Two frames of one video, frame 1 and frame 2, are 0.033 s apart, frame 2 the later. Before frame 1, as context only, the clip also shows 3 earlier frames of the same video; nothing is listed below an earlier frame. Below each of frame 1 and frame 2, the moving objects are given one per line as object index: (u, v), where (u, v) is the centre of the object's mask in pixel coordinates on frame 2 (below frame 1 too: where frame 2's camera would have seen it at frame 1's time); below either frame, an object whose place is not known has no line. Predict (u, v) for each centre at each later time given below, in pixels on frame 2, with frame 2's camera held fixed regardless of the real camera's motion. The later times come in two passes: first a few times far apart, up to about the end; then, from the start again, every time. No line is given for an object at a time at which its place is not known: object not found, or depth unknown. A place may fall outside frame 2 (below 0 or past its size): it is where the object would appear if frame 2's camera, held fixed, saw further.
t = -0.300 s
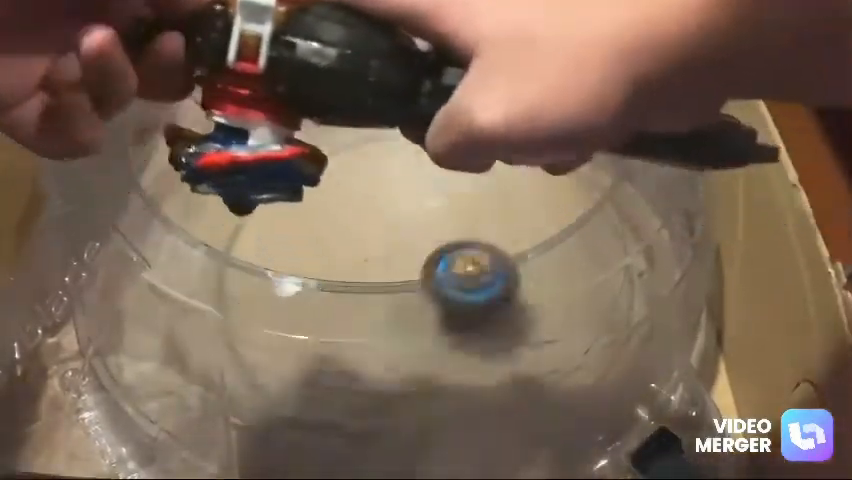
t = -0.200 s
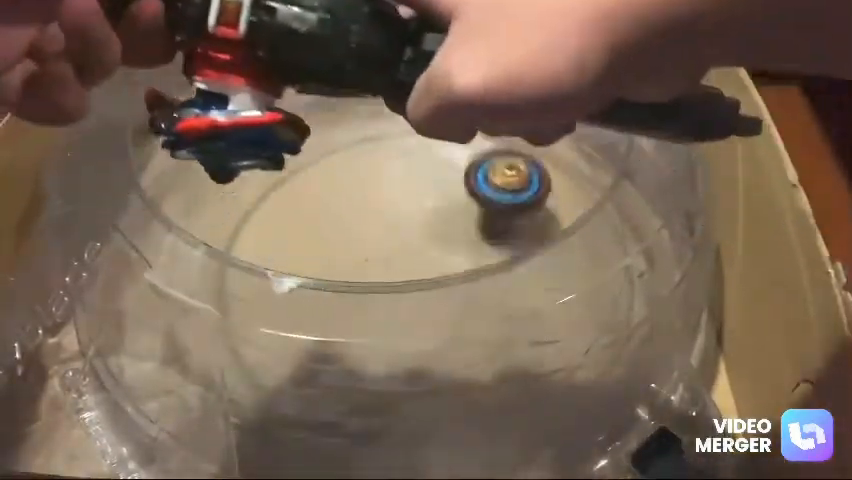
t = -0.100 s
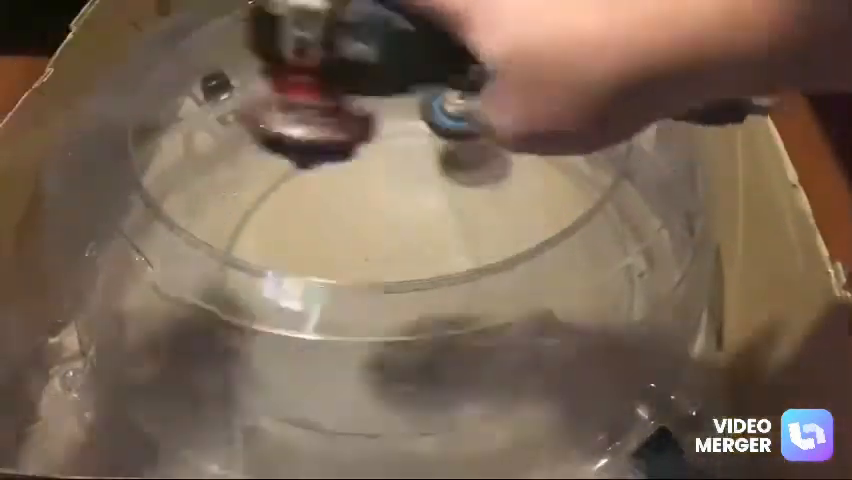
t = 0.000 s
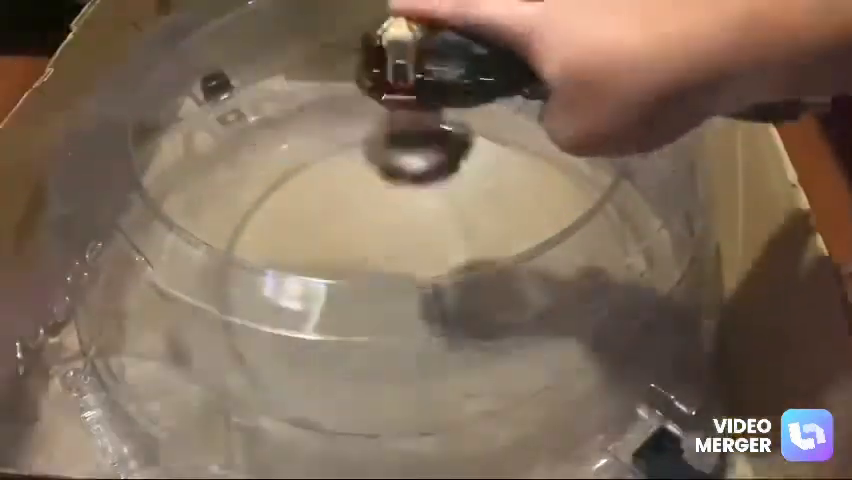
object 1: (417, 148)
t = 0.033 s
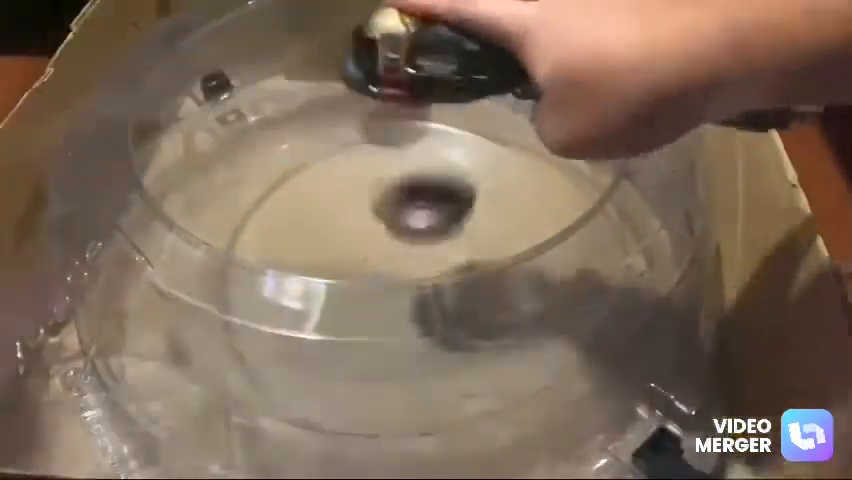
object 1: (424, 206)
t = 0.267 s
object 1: (370, 221)
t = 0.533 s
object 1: (331, 199)
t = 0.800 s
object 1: (403, 289)
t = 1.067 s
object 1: (486, 203)
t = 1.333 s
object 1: (255, 204)
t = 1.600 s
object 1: (152, 371)
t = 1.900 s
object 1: (188, 367)
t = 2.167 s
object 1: (135, 347)
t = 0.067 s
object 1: (429, 263)
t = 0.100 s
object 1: (422, 268)
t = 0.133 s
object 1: (412, 242)
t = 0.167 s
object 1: (400, 225)
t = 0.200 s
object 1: (389, 222)
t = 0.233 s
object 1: (381, 228)
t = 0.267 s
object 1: (370, 221)
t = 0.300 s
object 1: (362, 202)
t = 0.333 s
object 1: (352, 193)
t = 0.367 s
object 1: (344, 195)
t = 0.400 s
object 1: (339, 188)
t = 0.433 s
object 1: (334, 187)
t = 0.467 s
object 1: (331, 188)
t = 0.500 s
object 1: (330, 192)
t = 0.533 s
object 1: (331, 199)
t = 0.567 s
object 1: (335, 207)
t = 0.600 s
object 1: (341, 218)
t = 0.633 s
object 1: (349, 232)
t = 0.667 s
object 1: (359, 244)
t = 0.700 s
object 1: (368, 255)
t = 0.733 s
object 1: (380, 270)
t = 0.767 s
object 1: (389, 280)
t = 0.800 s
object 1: (403, 289)
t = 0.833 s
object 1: (439, 286)
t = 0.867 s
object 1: (466, 279)
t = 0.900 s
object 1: (489, 270)
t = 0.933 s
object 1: (504, 256)
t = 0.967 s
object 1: (511, 242)
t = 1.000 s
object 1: (511, 228)
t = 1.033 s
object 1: (502, 214)
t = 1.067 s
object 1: (486, 203)
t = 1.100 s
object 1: (467, 192)
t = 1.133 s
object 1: (439, 184)
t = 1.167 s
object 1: (411, 179)
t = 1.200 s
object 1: (378, 177)
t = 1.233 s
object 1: (345, 179)
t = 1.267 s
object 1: (312, 184)
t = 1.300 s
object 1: (285, 192)
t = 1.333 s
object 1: (255, 204)
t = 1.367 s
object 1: (231, 219)
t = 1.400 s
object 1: (212, 237)
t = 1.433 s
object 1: (196, 258)
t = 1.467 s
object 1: (187, 281)
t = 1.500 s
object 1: (164, 307)
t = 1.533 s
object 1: (153, 324)
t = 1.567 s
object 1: (155, 347)
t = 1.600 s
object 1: (152, 371)
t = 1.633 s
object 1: (144, 388)
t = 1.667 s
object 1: (144, 402)
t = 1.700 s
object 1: (151, 403)
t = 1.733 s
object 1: (159, 397)
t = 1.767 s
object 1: (171, 389)
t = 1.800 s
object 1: (177, 381)
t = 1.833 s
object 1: (181, 377)
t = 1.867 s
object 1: (187, 372)
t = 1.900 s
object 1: (188, 367)
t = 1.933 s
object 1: (189, 364)
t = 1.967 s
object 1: (187, 361)
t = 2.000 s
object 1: (183, 358)
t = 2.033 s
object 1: (178, 353)
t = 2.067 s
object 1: (167, 352)
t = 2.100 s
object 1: (157, 351)
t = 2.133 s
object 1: (143, 348)
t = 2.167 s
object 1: (135, 347)
